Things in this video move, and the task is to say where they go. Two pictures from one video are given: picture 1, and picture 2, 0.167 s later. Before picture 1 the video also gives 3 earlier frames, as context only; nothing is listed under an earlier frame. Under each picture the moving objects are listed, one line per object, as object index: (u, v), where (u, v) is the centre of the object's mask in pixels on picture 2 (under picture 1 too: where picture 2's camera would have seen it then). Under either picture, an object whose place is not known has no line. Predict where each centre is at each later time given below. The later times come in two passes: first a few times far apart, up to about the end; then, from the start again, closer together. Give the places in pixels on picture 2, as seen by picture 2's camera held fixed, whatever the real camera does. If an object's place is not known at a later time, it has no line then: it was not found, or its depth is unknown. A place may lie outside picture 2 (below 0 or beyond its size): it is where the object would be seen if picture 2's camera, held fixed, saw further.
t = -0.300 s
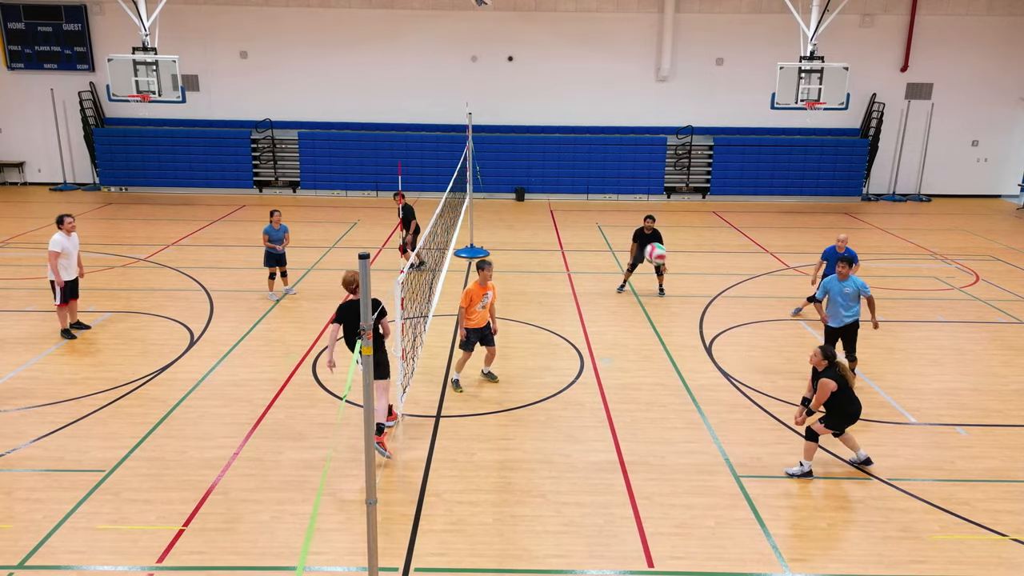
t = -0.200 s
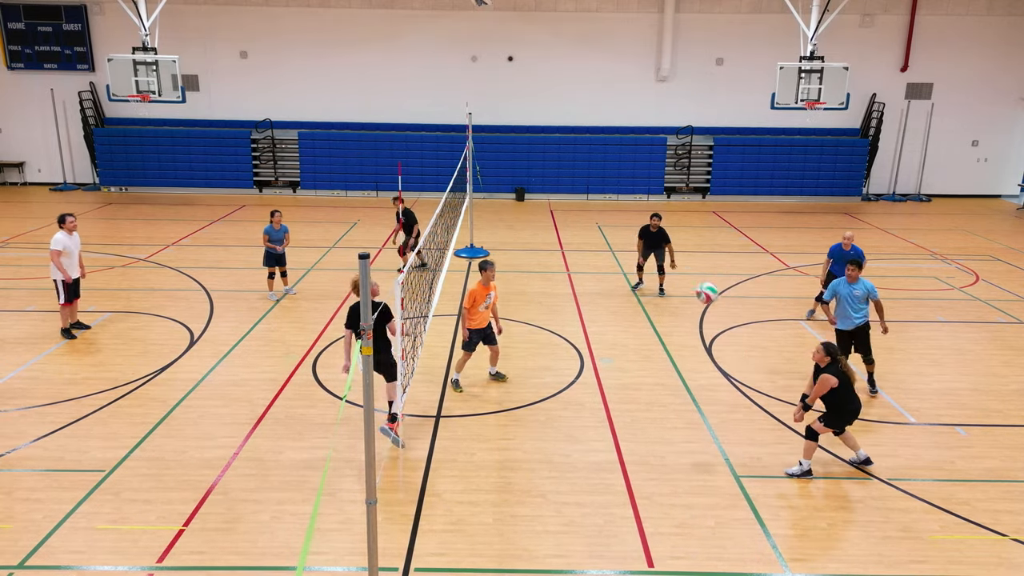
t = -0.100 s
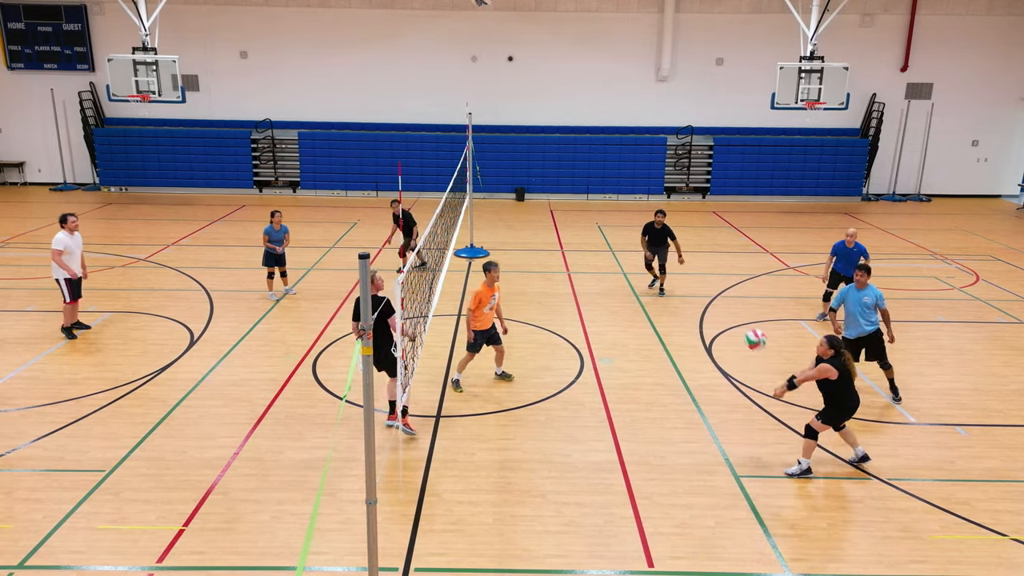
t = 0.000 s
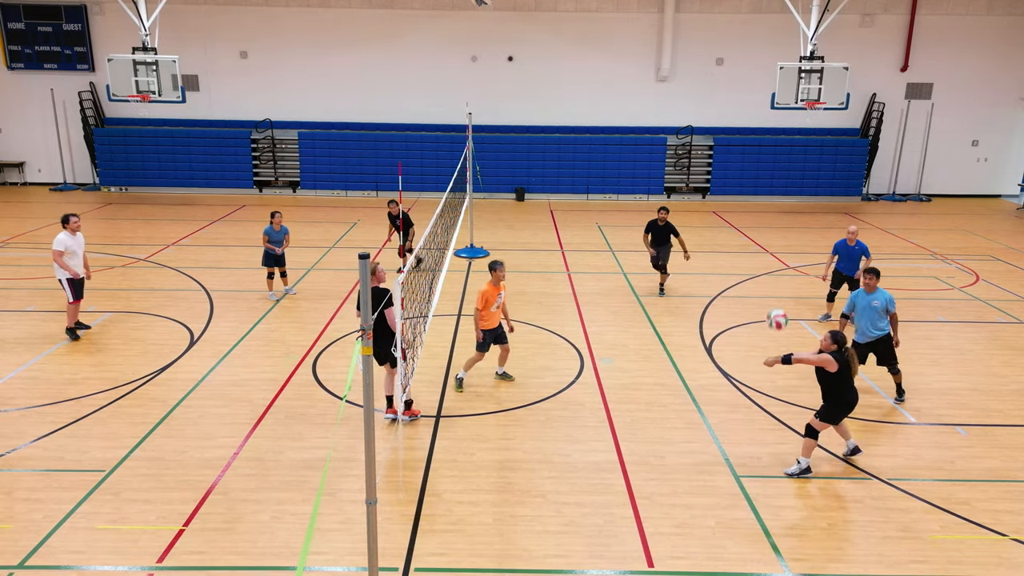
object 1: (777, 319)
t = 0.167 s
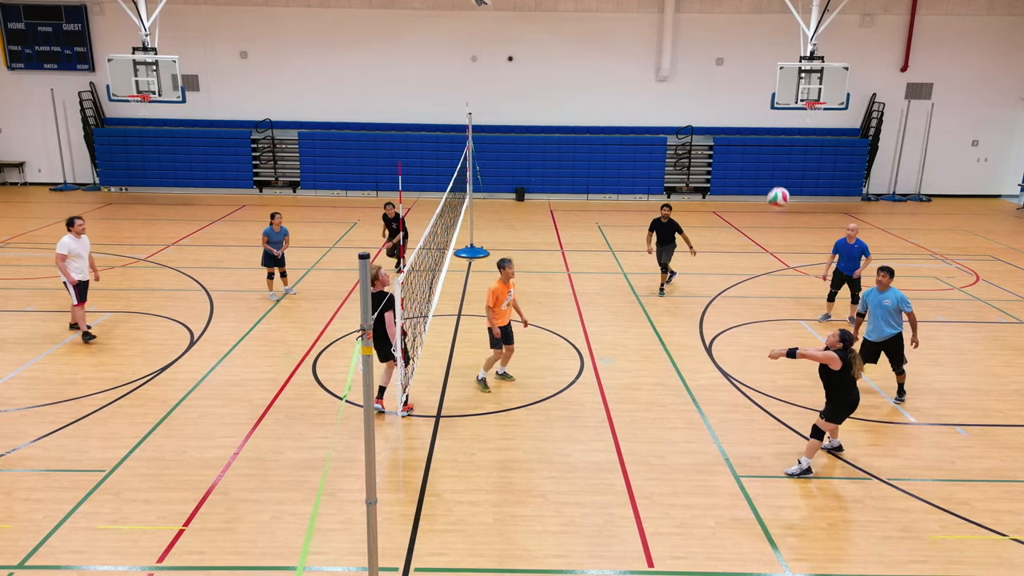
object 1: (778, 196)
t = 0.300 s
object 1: (778, 118)
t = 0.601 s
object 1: (767, 7)
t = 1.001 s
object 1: (739, 5)
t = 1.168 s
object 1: (725, 46)
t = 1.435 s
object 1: (698, 161)
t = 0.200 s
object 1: (778, 176)
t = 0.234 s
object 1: (778, 156)
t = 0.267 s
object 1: (778, 137)
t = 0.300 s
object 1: (778, 118)
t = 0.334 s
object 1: (777, 101)
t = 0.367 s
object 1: (776, 84)
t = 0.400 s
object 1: (775, 70)
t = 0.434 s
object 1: (774, 55)
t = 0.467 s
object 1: (773, 42)
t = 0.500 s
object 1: (772, 31)
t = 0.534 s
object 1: (770, 21)
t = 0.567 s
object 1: (769, 12)
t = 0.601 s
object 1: (767, 7)
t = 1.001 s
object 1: (739, 5)
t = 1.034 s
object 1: (737, 9)
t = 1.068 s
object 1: (734, 16)
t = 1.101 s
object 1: (731, 25)
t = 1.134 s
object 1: (728, 35)
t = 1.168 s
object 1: (725, 46)
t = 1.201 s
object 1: (722, 58)
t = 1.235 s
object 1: (718, 70)
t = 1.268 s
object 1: (716, 84)
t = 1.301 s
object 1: (712, 98)
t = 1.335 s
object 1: (708, 113)
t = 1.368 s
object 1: (705, 128)
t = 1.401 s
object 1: (702, 144)
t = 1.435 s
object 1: (698, 161)
